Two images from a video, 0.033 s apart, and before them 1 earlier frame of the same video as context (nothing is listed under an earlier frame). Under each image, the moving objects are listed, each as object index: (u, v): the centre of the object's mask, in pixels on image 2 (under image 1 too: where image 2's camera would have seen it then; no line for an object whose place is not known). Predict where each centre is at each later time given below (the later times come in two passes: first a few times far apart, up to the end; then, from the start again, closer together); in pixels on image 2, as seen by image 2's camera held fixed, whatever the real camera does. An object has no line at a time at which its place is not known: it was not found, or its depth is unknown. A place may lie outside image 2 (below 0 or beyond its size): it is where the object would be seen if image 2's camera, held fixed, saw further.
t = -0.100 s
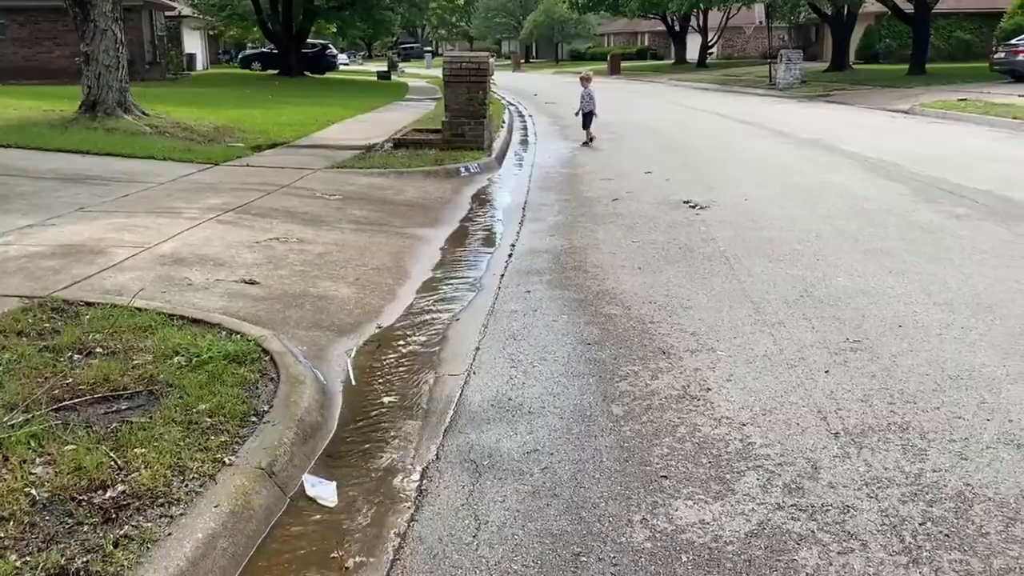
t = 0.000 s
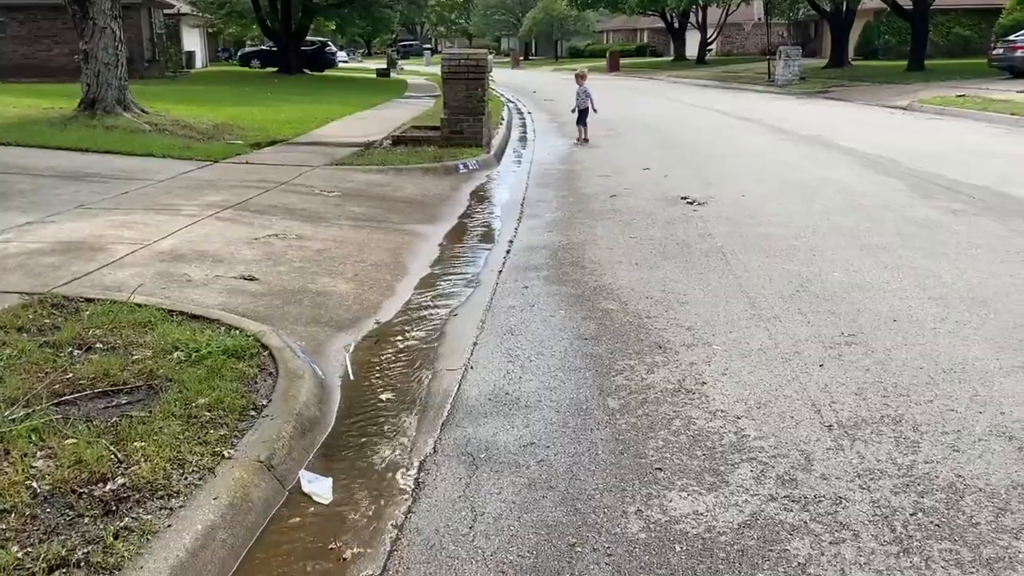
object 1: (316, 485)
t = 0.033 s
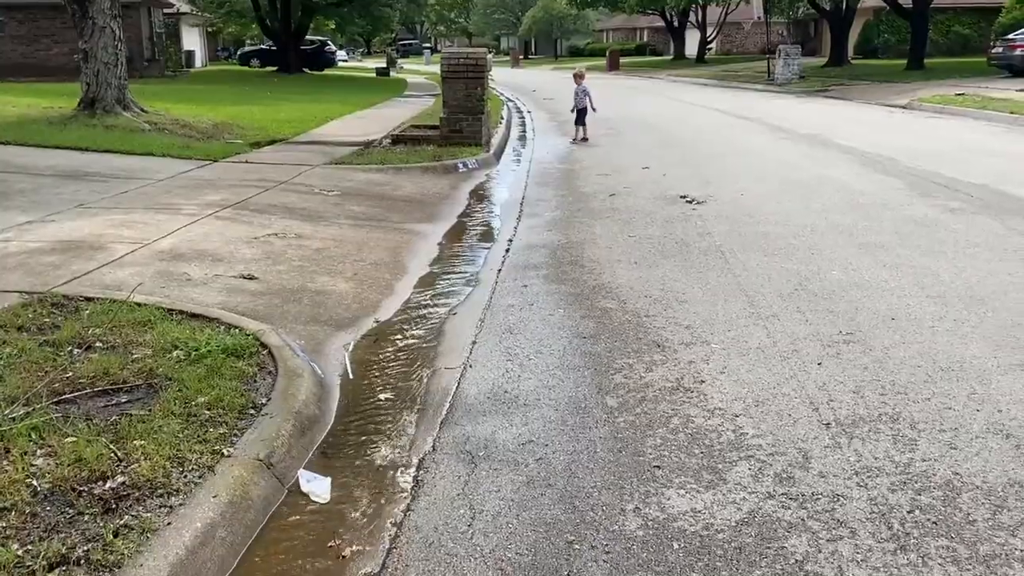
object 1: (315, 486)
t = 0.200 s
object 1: (311, 492)
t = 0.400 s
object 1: (307, 497)
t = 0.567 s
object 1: (301, 503)
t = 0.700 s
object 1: (297, 507)
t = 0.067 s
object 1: (314, 487)
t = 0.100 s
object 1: (313, 488)
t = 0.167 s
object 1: (312, 491)
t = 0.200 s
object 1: (311, 492)
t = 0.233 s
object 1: (310, 493)
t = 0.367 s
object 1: (308, 495)
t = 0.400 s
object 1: (307, 497)
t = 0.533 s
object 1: (302, 501)
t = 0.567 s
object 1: (301, 503)
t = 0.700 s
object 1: (297, 507)
